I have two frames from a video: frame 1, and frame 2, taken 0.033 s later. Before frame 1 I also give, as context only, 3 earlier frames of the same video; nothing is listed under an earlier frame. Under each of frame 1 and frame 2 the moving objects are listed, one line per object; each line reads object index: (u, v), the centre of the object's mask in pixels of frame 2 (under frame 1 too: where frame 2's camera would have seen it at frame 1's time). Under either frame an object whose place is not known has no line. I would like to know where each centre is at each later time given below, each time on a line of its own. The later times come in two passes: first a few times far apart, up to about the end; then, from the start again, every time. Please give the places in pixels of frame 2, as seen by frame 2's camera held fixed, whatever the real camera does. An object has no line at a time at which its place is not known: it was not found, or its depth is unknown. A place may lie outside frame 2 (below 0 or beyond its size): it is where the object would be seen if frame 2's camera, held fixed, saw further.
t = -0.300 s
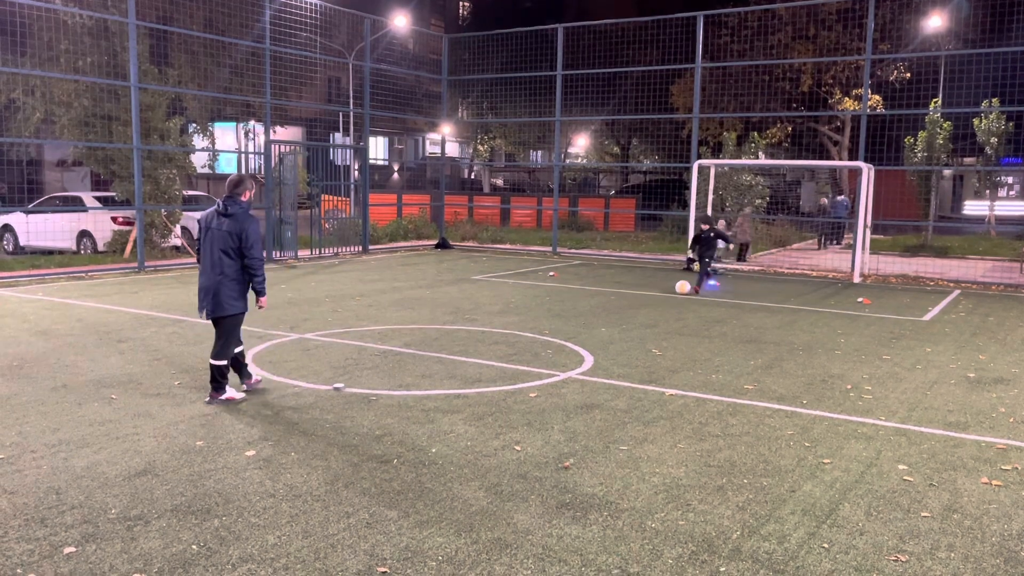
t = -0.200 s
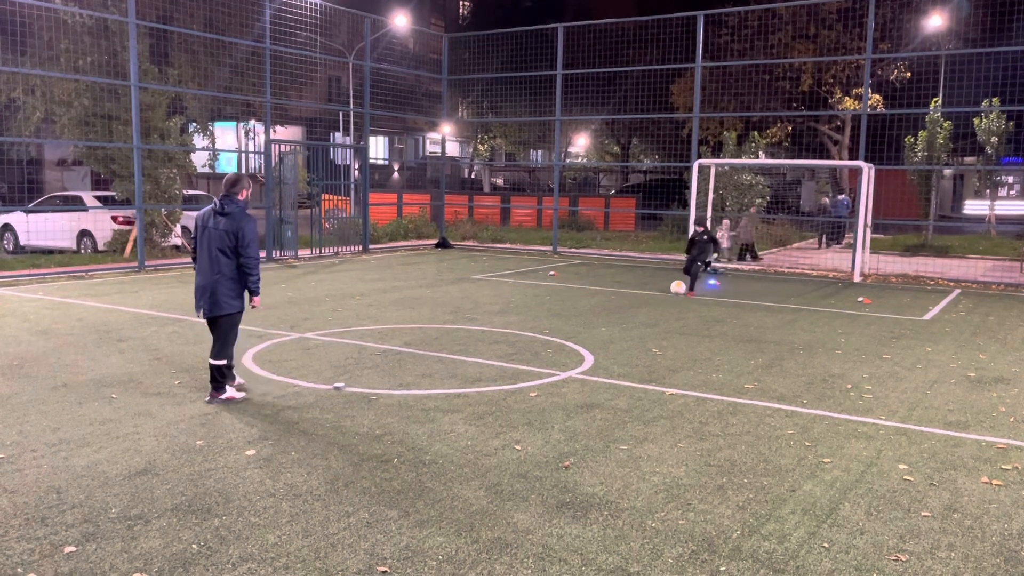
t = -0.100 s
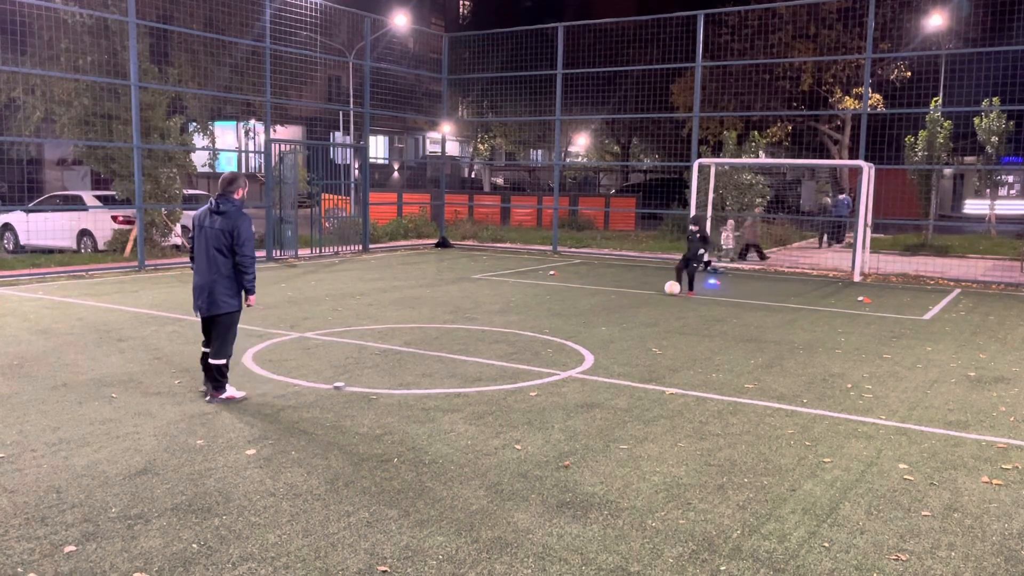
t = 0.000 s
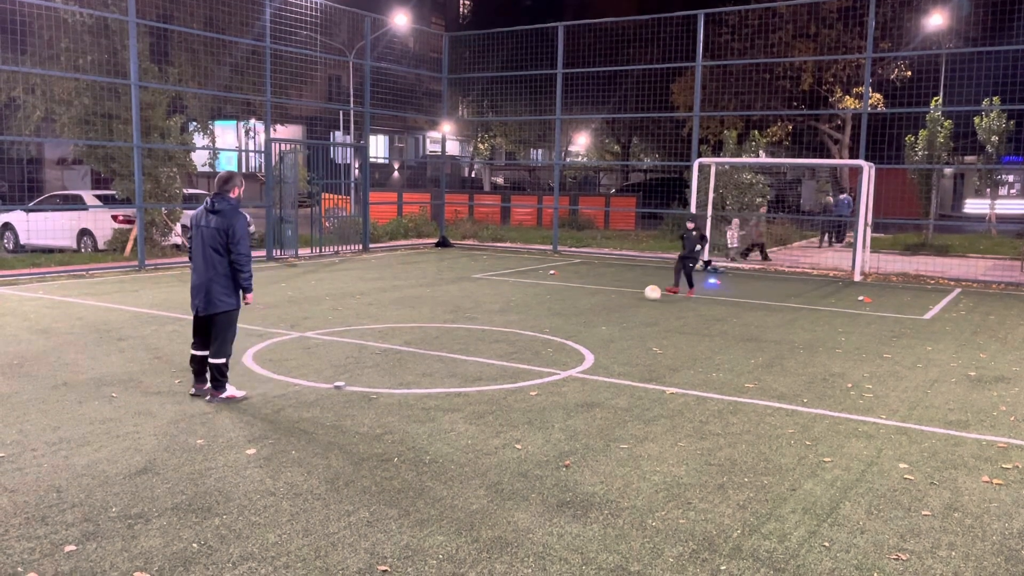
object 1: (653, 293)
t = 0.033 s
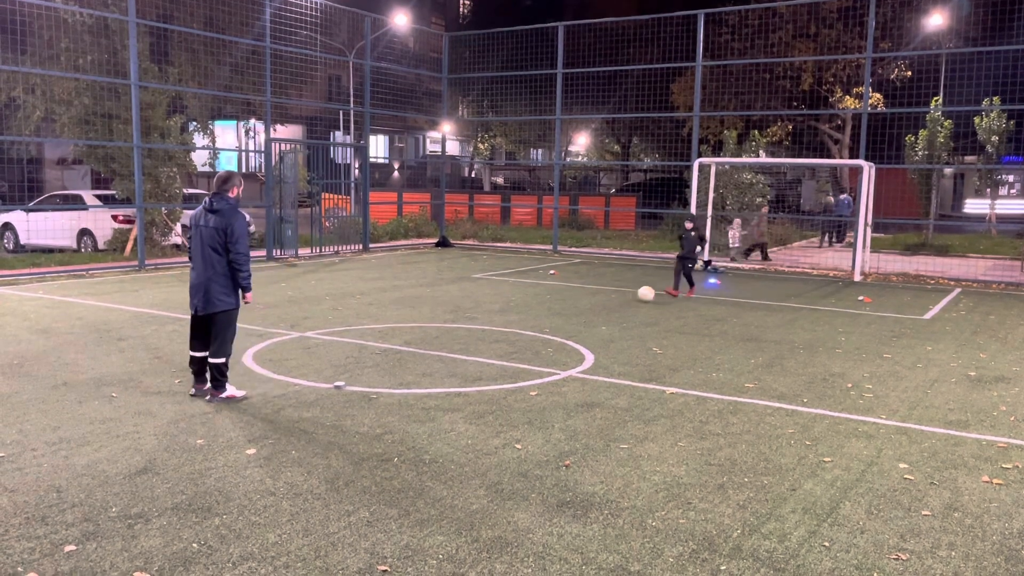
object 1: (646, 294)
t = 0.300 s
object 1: (594, 308)
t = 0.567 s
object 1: (544, 321)
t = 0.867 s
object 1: (480, 337)
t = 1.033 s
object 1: (438, 347)
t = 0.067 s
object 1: (639, 295)
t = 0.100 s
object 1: (633, 298)
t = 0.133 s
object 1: (626, 300)
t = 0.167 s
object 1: (619, 301)
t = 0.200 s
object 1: (613, 302)
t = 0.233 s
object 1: (607, 303)
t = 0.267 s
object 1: (600, 306)
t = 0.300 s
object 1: (594, 308)
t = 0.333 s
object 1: (588, 309)
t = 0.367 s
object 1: (581, 310)
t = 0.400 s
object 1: (575, 312)
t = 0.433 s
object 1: (569, 315)
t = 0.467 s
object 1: (563, 316)
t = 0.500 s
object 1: (557, 317)
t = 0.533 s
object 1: (550, 319)
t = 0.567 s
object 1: (544, 321)
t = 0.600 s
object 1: (538, 323)
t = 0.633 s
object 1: (531, 325)
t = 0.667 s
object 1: (524, 326)
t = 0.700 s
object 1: (517, 327)
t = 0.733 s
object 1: (510, 329)
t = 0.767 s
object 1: (503, 331)
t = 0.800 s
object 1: (496, 333)
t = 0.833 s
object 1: (488, 335)
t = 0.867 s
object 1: (480, 337)
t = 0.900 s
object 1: (472, 339)
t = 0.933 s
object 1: (463, 341)
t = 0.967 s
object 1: (455, 343)
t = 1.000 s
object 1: (446, 345)
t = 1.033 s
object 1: (438, 347)
